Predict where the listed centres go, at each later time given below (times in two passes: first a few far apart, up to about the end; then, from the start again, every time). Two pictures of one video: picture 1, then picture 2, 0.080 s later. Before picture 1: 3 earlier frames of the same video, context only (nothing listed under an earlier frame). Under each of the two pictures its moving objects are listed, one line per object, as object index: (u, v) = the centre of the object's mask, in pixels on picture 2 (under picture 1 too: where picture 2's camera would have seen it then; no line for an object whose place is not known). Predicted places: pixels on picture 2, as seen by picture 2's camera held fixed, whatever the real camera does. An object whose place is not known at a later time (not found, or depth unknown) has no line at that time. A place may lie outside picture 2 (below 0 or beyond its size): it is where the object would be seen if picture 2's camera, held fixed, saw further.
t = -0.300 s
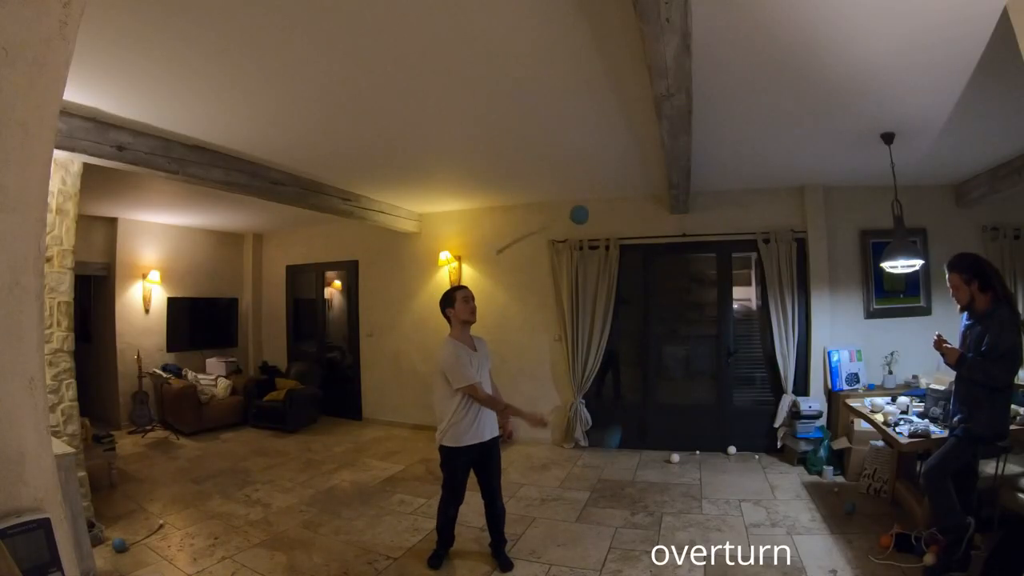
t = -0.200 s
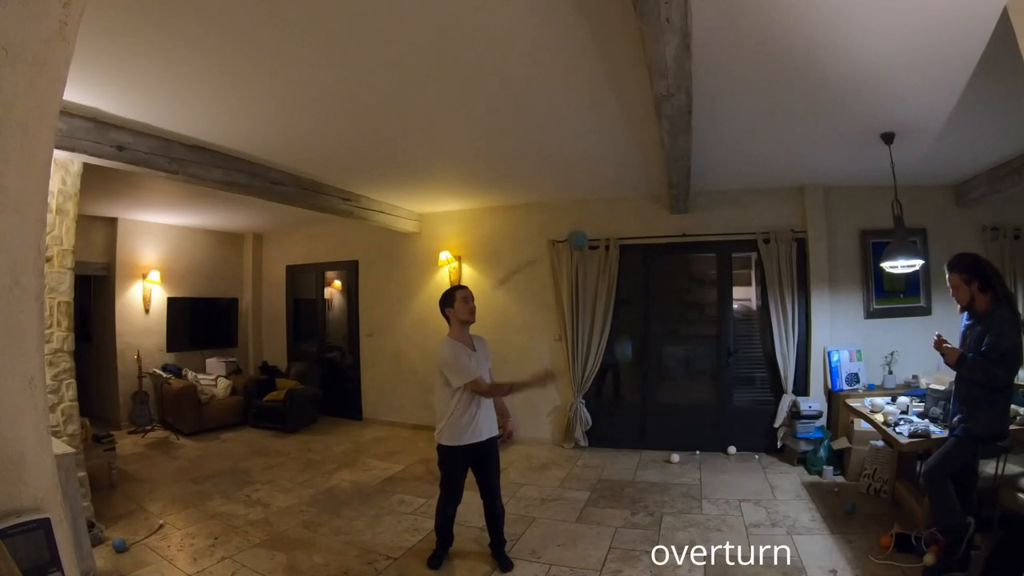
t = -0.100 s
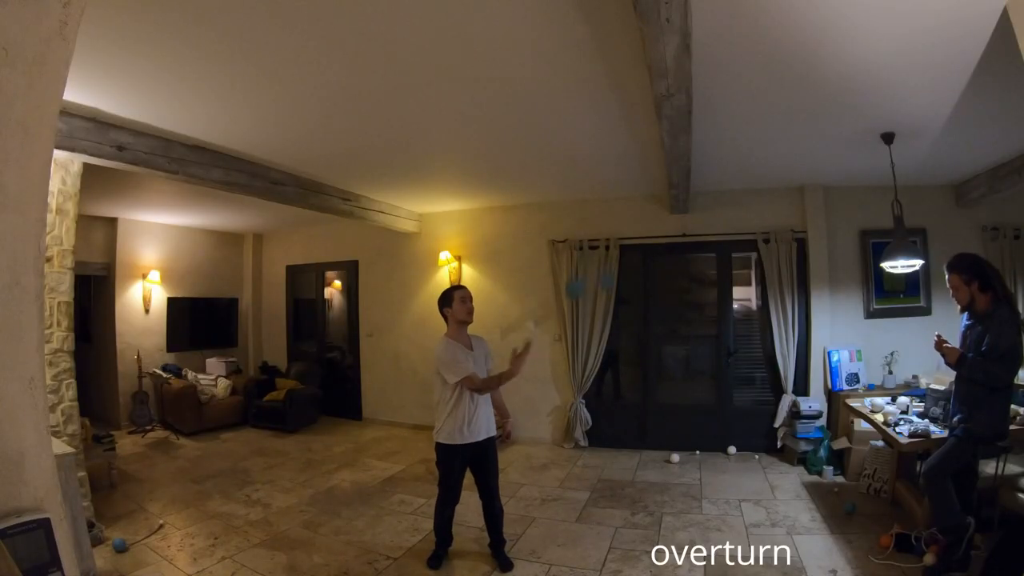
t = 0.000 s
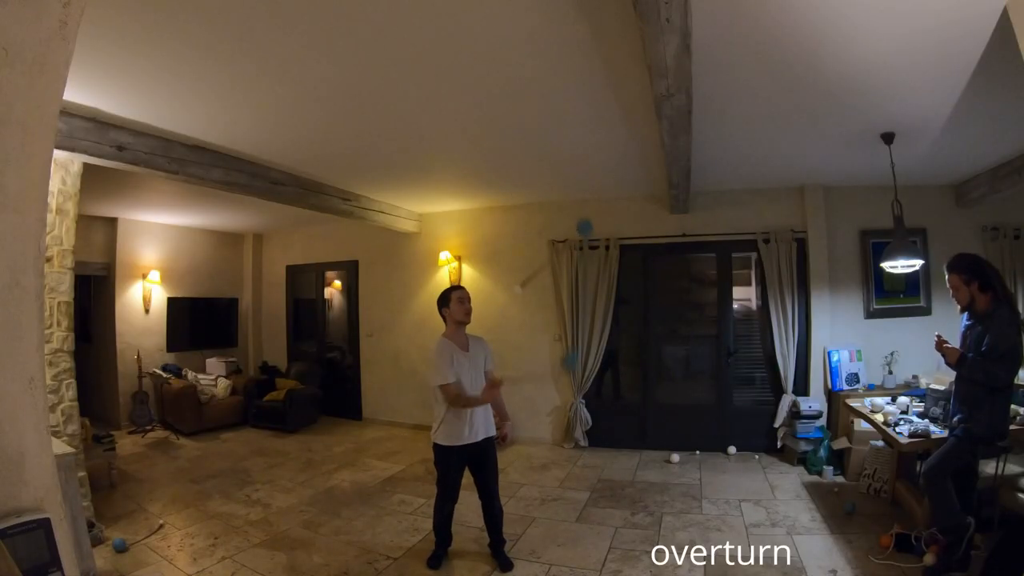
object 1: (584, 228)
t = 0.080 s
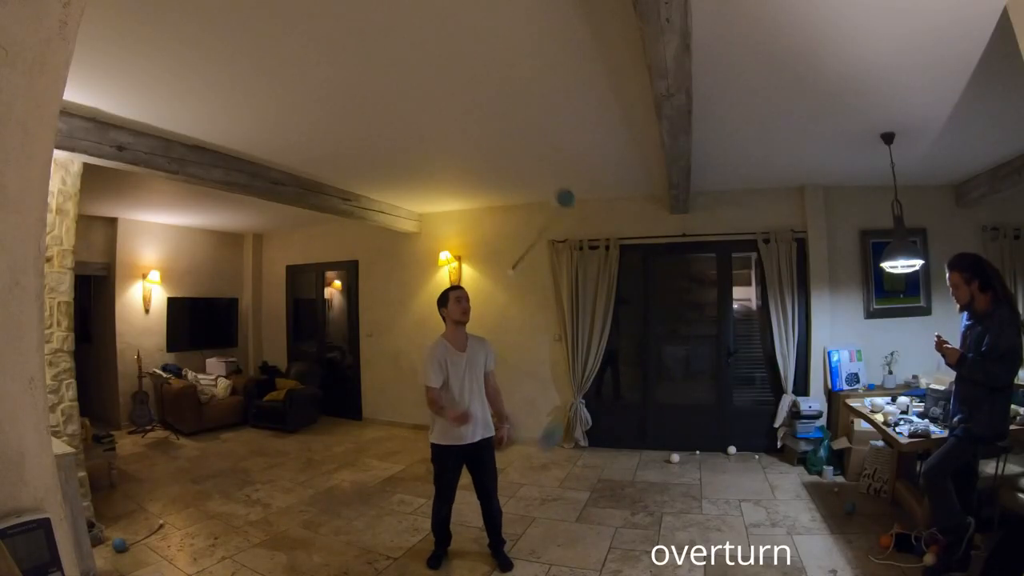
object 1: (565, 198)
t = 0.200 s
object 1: (535, 175)
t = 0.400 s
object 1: (482, 201)
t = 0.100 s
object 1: (561, 192)
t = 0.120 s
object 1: (556, 187)
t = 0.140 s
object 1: (551, 183)
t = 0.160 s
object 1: (546, 180)
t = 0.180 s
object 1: (540, 177)
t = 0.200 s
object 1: (535, 175)
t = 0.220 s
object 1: (530, 174)
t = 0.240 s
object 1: (525, 174)
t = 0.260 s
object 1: (520, 174)
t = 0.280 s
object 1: (515, 175)
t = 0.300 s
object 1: (509, 177)
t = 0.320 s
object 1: (504, 180)
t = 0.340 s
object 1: (499, 184)
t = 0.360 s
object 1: (493, 189)
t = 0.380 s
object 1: (488, 194)
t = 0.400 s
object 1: (482, 201)
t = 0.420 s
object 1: (476, 209)
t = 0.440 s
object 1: (471, 217)
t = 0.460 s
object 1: (465, 226)
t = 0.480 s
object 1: (459, 237)
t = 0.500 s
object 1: (453, 249)
